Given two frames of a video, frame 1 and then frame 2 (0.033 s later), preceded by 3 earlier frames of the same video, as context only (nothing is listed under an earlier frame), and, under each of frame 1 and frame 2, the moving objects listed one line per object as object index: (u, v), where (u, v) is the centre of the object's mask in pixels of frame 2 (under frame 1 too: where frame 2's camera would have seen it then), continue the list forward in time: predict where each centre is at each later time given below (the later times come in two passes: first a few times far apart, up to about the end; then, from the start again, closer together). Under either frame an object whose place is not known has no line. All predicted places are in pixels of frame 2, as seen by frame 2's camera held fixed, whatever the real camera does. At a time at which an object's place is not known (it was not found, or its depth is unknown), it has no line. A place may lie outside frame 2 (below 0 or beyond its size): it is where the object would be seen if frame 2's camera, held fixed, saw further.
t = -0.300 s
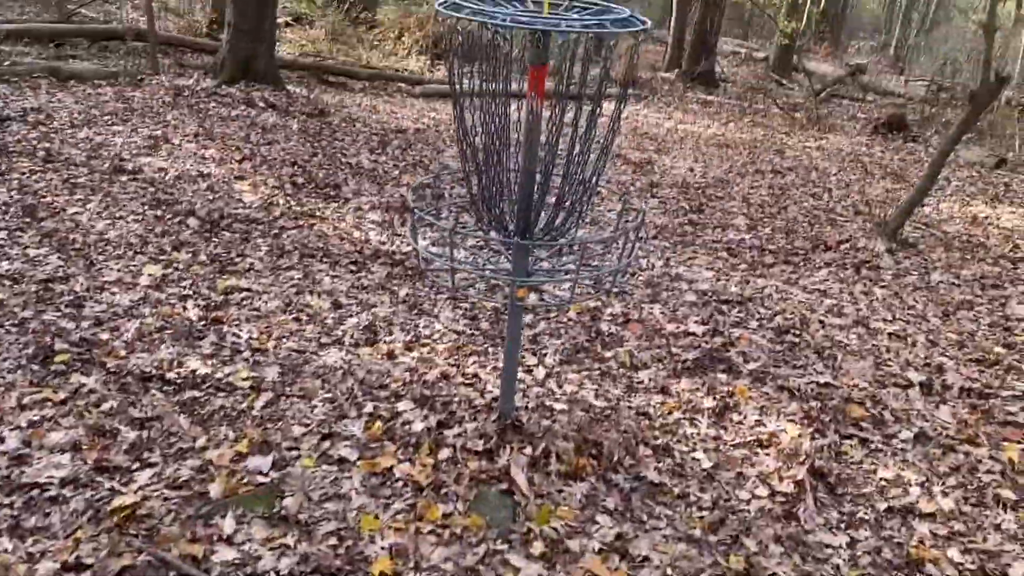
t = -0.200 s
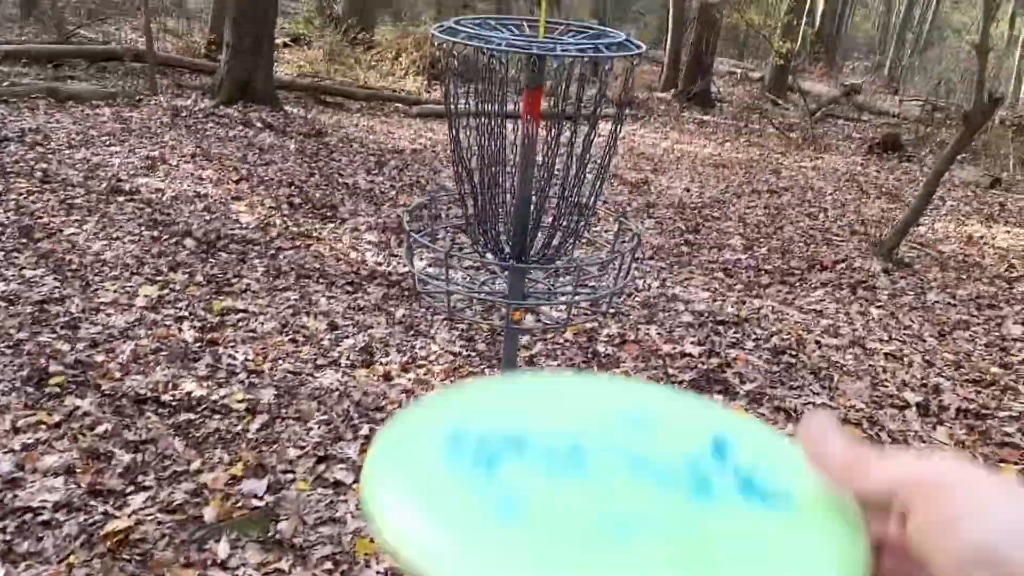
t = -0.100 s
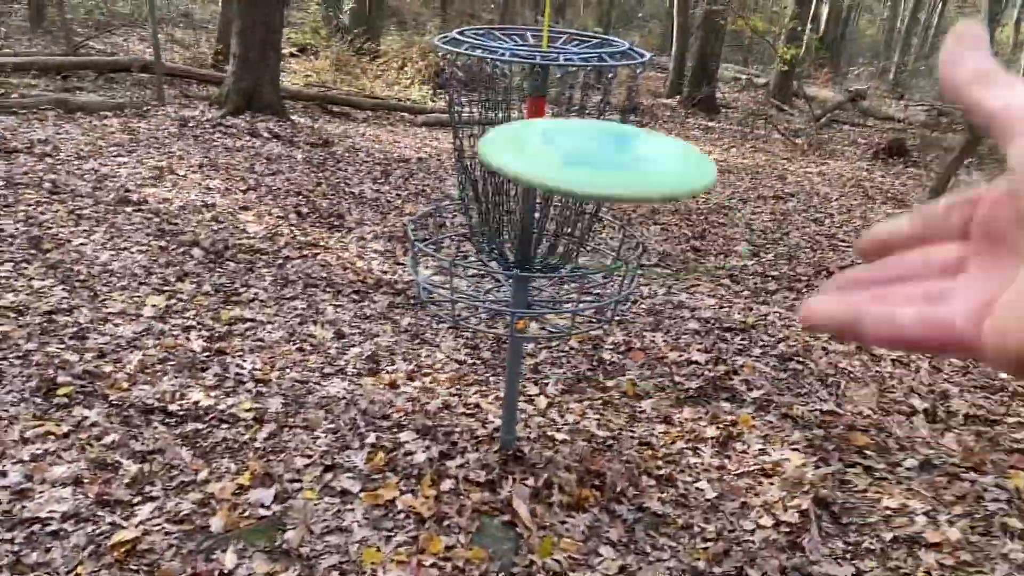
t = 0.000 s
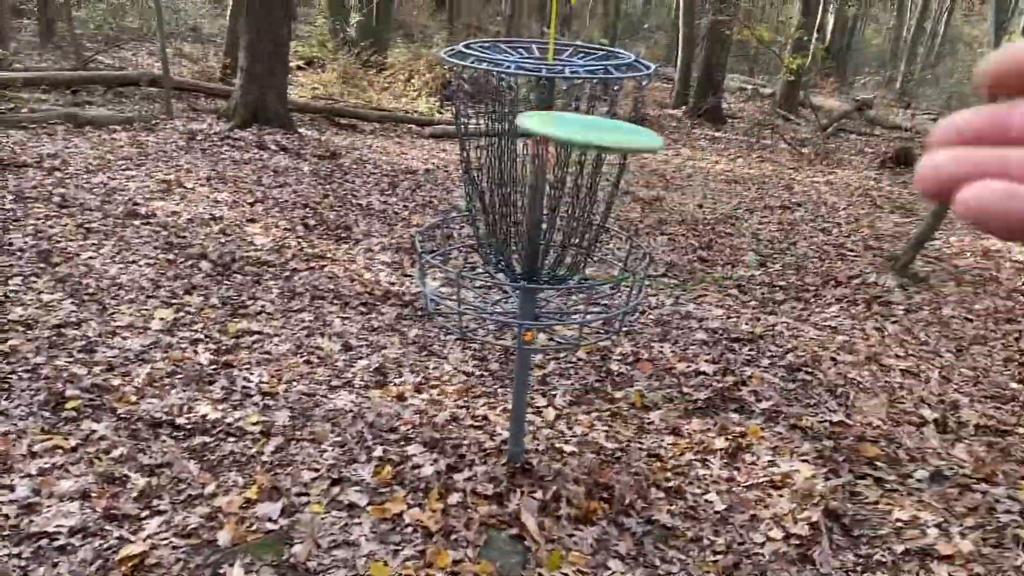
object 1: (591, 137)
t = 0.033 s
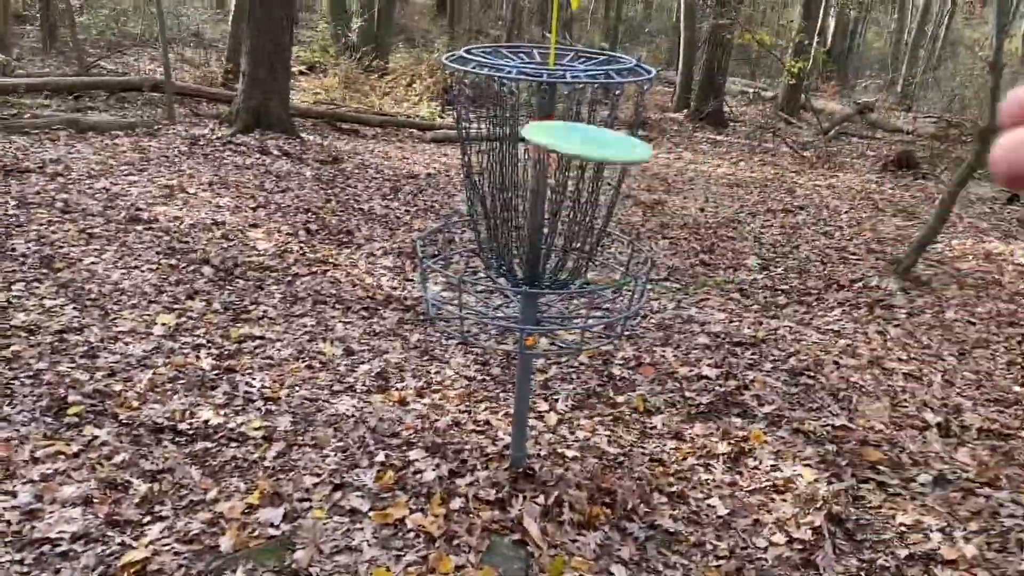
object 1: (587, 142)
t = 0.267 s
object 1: (573, 229)
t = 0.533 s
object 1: (568, 304)
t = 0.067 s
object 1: (583, 152)
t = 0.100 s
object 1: (580, 164)
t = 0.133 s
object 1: (578, 177)
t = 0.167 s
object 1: (575, 190)
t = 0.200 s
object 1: (573, 205)
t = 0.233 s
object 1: (574, 220)
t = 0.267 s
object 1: (573, 229)
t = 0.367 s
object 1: (558, 277)
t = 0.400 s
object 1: (554, 297)
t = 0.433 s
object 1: (558, 302)
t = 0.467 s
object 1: (563, 309)
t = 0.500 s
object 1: (567, 307)
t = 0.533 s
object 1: (568, 304)
